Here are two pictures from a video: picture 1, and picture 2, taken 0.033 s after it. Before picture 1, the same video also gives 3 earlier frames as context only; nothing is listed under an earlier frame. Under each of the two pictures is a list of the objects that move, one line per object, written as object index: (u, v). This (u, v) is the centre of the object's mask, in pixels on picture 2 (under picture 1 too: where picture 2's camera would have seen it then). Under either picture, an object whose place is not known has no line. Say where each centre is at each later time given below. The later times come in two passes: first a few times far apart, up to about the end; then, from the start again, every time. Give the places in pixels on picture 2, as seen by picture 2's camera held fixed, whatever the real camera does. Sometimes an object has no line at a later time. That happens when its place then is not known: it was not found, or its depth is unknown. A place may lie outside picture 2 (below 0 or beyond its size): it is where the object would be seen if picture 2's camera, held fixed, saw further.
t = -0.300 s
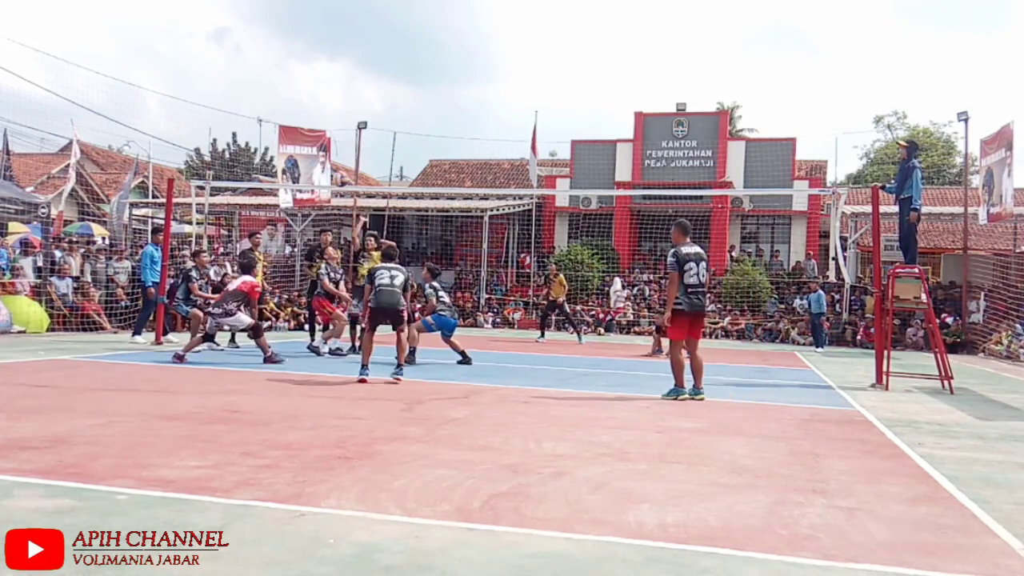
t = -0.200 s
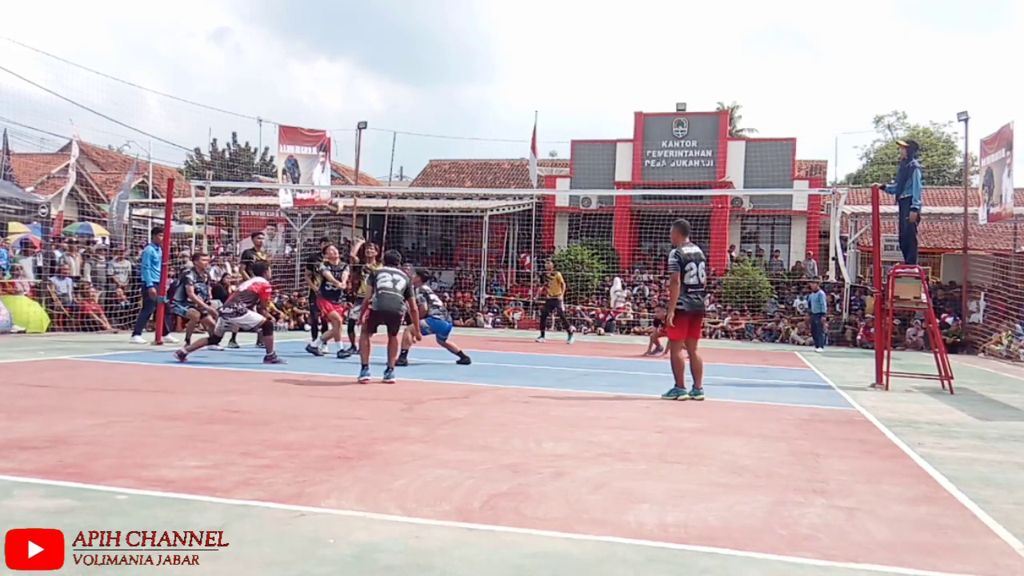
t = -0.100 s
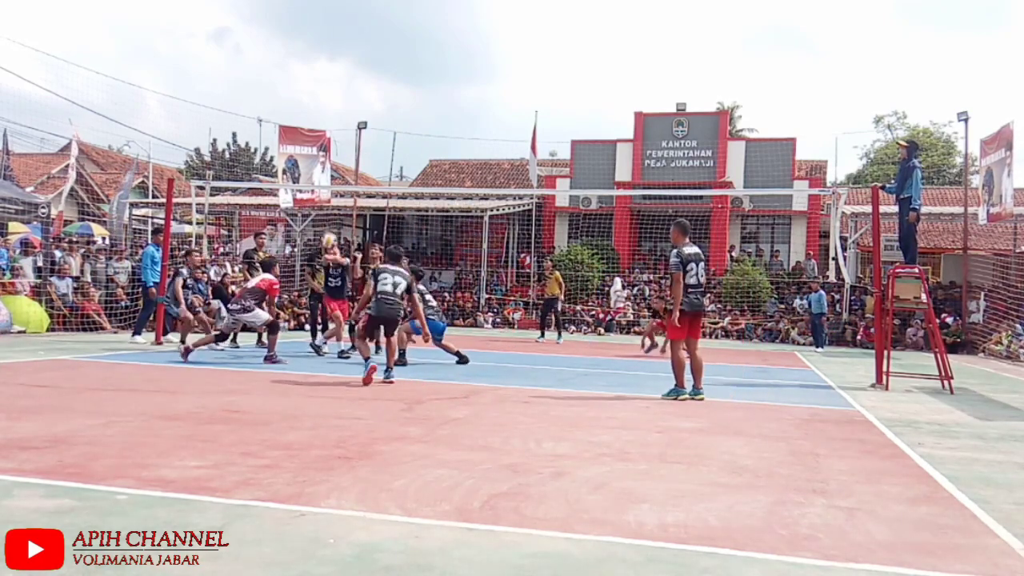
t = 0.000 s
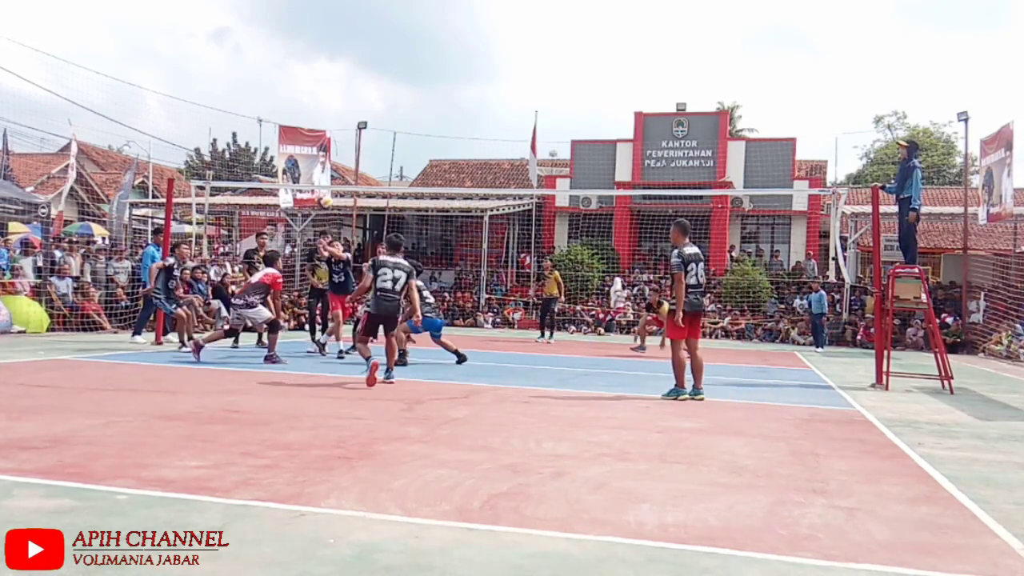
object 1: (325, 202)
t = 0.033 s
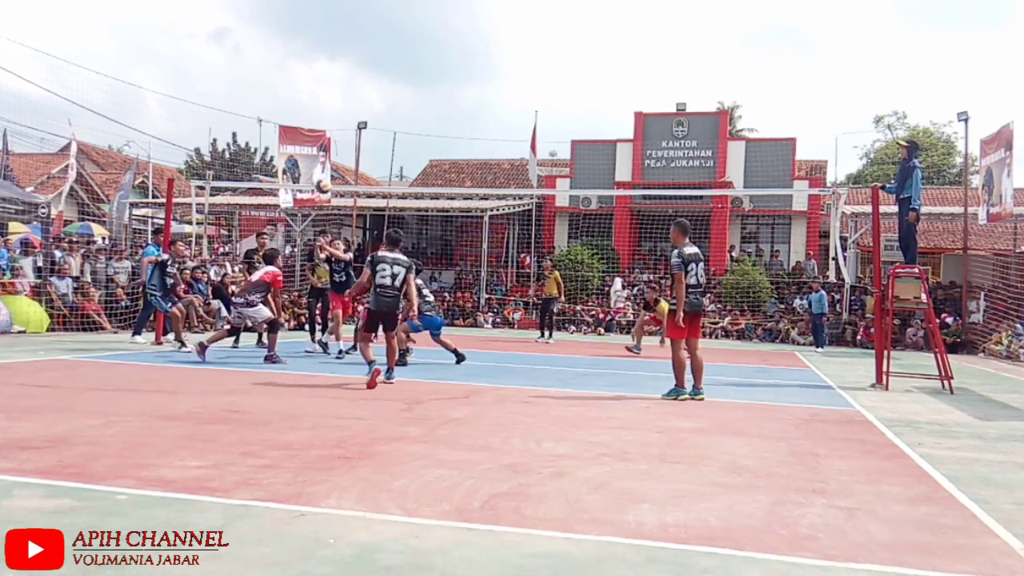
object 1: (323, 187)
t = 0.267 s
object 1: (313, 97)
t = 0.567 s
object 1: (299, 45)
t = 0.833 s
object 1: (286, 54)
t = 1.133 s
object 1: (270, 128)
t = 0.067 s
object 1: (321, 170)
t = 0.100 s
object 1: (320, 156)
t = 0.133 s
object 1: (320, 143)
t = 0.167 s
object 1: (316, 129)
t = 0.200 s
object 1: (315, 119)
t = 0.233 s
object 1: (314, 107)
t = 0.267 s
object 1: (313, 97)
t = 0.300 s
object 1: (311, 88)
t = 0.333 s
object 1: (309, 80)
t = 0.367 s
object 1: (308, 72)
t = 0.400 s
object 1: (307, 65)
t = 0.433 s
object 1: (305, 59)
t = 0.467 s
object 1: (304, 54)
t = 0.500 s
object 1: (303, 50)
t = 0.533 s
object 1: (301, 47)
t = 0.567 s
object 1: (299, 45)
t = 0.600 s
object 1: (298, 43)
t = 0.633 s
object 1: (296, 42)
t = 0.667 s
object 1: (295, 42)
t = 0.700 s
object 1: (293, 43)
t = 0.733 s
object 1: (291, 44)
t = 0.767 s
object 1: (290, 47)
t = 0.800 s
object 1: (288, 50)
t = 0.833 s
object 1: (286, 54)
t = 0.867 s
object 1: (285, 59)
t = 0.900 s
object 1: (283, 65)
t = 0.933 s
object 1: (281, 72)
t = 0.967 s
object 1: (279, 79)
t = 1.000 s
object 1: (278, 87)
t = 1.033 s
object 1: (276, 96)
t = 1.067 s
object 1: (274, 106)
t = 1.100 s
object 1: (272, 116)
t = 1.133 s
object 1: (270, 128)
